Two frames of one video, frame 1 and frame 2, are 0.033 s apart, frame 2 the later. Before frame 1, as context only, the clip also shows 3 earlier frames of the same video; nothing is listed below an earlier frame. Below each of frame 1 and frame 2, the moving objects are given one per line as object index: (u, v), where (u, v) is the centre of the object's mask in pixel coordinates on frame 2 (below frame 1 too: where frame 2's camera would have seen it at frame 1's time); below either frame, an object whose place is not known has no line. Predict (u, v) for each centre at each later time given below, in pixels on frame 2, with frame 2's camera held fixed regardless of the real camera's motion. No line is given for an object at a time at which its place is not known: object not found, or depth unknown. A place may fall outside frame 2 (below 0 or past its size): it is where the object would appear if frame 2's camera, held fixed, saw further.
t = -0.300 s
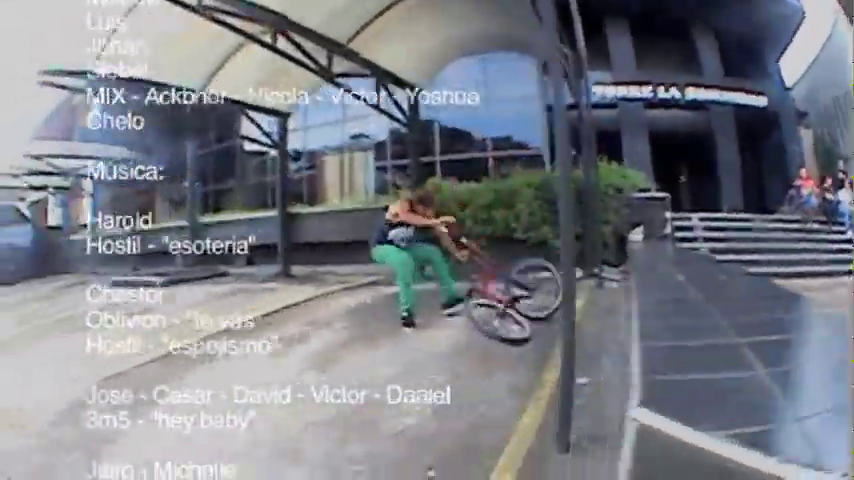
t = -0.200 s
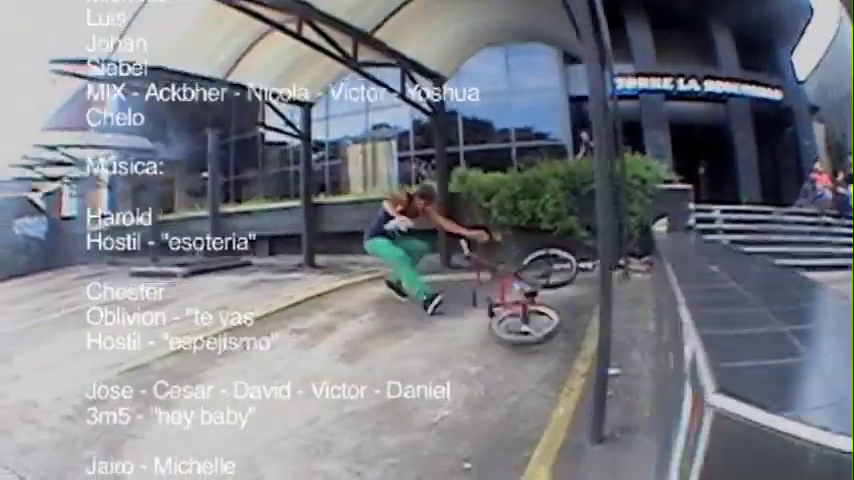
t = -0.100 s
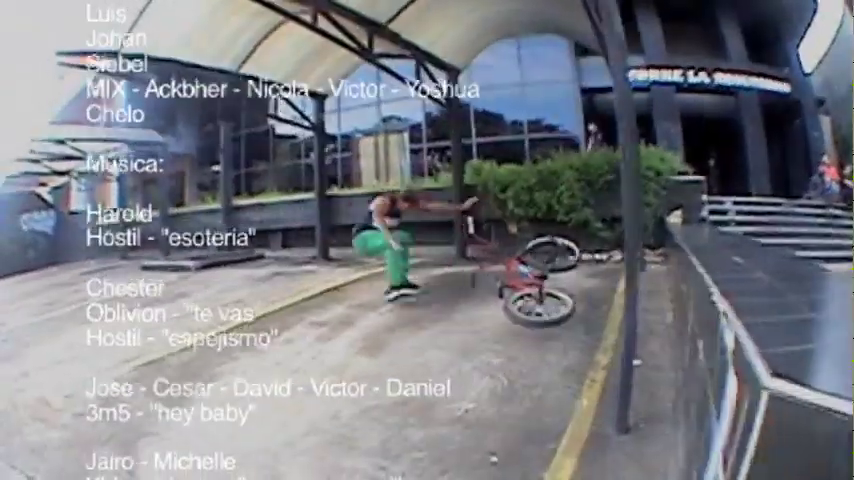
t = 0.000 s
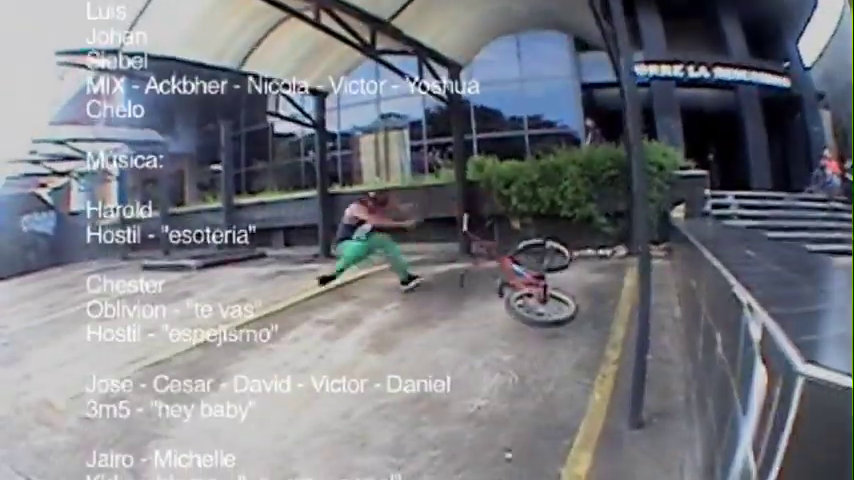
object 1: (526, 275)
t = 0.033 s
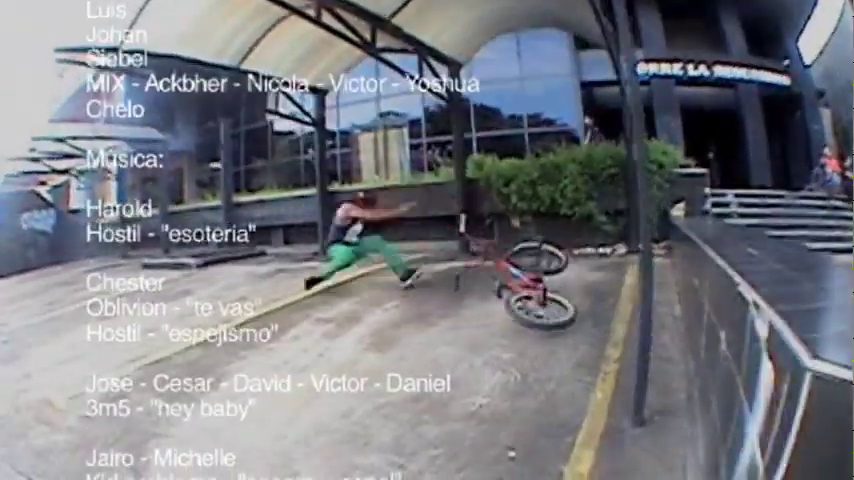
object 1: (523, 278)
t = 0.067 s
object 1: (521, 281)
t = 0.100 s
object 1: (518, 277)
